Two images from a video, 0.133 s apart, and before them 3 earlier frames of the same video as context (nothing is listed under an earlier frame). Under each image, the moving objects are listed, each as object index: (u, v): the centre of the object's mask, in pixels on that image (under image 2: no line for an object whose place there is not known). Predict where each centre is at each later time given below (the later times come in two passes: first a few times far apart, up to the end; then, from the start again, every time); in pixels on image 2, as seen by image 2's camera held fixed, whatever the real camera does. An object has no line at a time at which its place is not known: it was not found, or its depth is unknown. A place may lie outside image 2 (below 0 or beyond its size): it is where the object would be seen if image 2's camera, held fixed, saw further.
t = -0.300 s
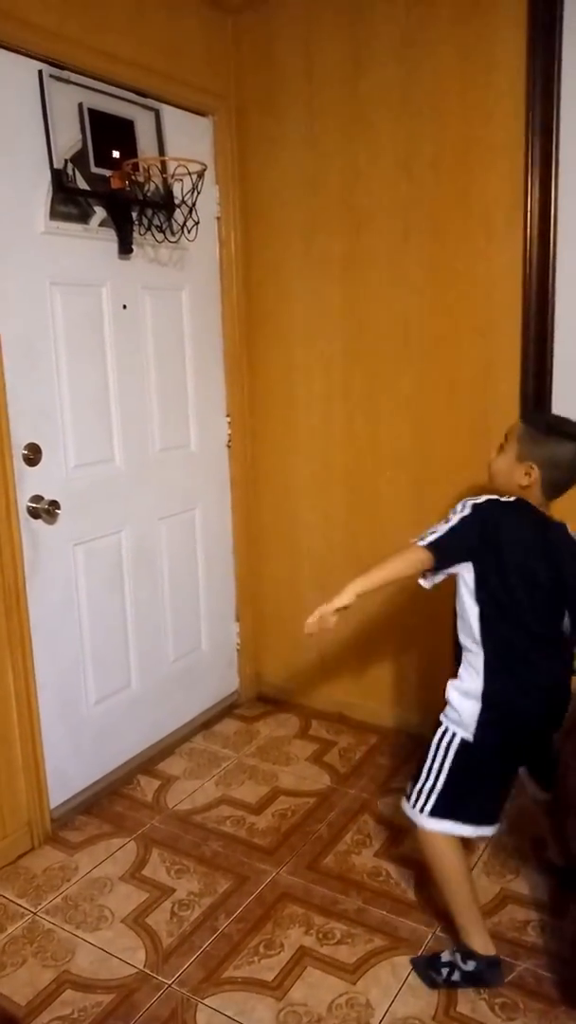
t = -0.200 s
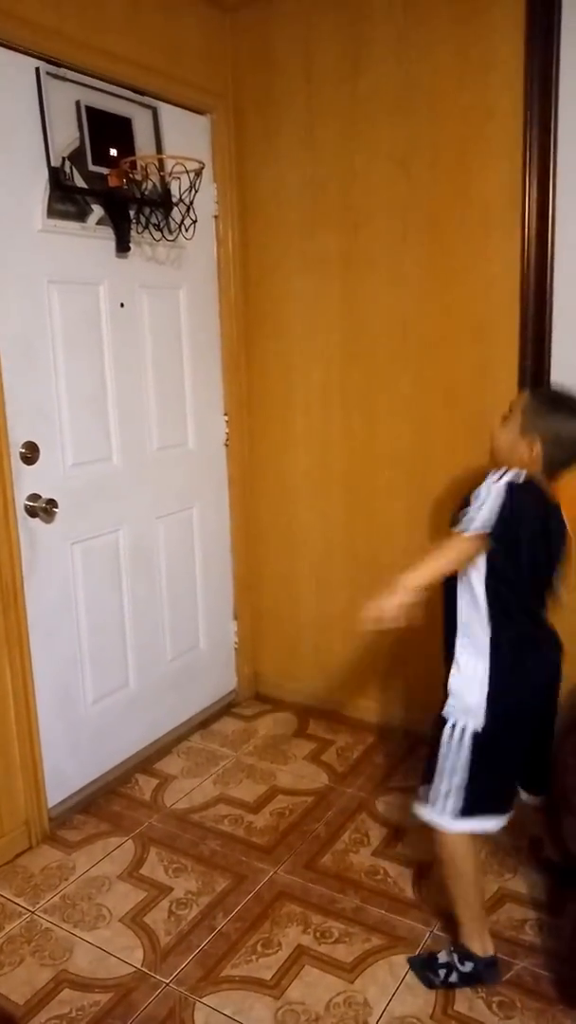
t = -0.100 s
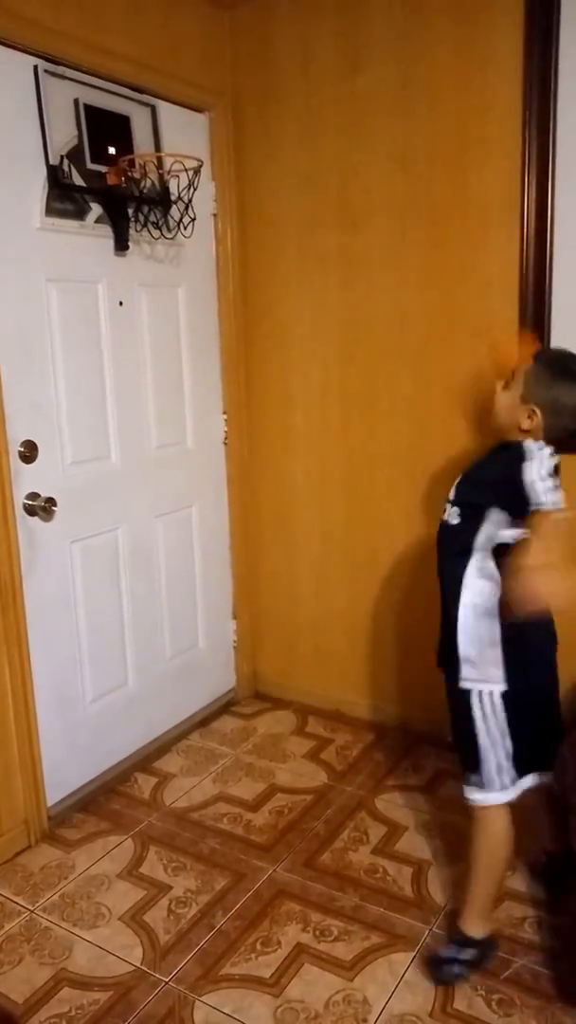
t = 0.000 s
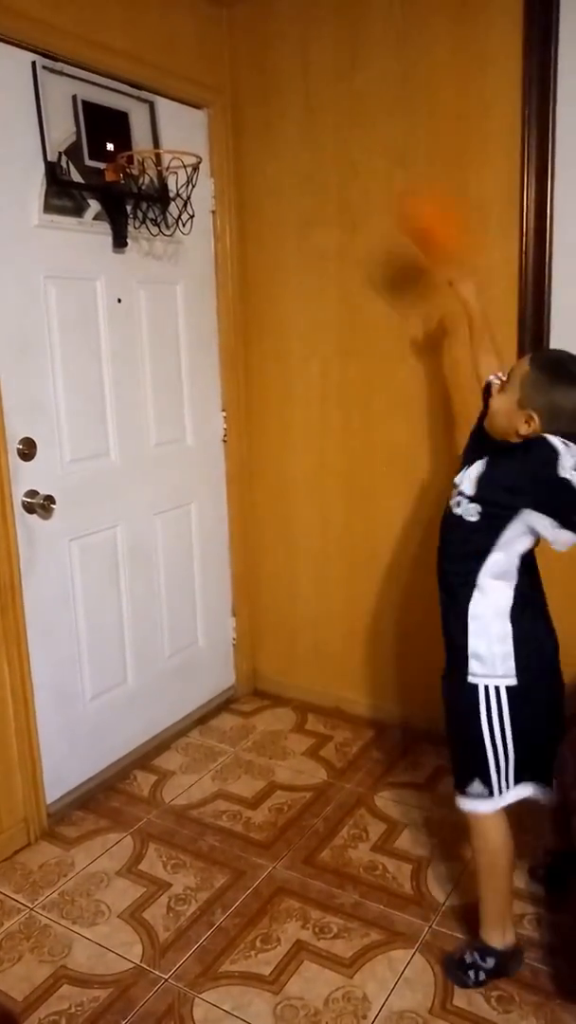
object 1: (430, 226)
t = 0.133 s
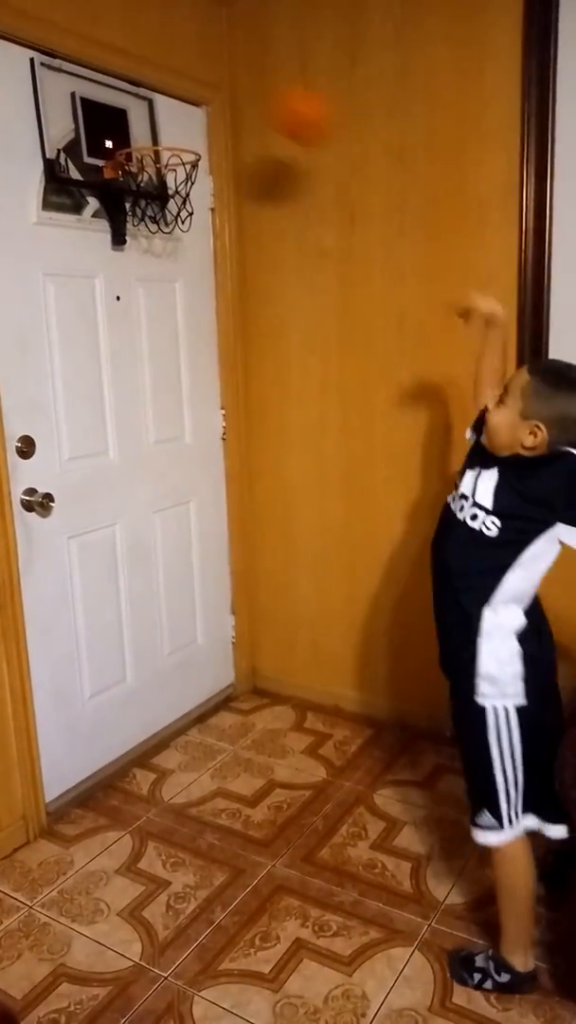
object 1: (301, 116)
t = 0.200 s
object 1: (241, 94)
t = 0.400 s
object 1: (130, 126)
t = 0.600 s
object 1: (192, 133)
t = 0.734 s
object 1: (209, 152)
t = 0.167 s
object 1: (270, 101)
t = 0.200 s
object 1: (241, 94)
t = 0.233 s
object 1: (212, 90)
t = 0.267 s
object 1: (184, 91)
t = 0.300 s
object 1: (153, 101)
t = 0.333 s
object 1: (128, 113)
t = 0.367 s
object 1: (119, 122)
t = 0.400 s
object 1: (130, 126)
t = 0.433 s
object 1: (139, 131)
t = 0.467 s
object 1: (154, 137)
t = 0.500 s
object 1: (170, 138)
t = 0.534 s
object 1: (180, 139)
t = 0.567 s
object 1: (187, 138)
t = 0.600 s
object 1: (192, 133)
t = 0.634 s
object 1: (196, 133)
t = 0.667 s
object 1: (200, 135)
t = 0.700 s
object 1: (206, 142)
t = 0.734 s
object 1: (209, 152)
